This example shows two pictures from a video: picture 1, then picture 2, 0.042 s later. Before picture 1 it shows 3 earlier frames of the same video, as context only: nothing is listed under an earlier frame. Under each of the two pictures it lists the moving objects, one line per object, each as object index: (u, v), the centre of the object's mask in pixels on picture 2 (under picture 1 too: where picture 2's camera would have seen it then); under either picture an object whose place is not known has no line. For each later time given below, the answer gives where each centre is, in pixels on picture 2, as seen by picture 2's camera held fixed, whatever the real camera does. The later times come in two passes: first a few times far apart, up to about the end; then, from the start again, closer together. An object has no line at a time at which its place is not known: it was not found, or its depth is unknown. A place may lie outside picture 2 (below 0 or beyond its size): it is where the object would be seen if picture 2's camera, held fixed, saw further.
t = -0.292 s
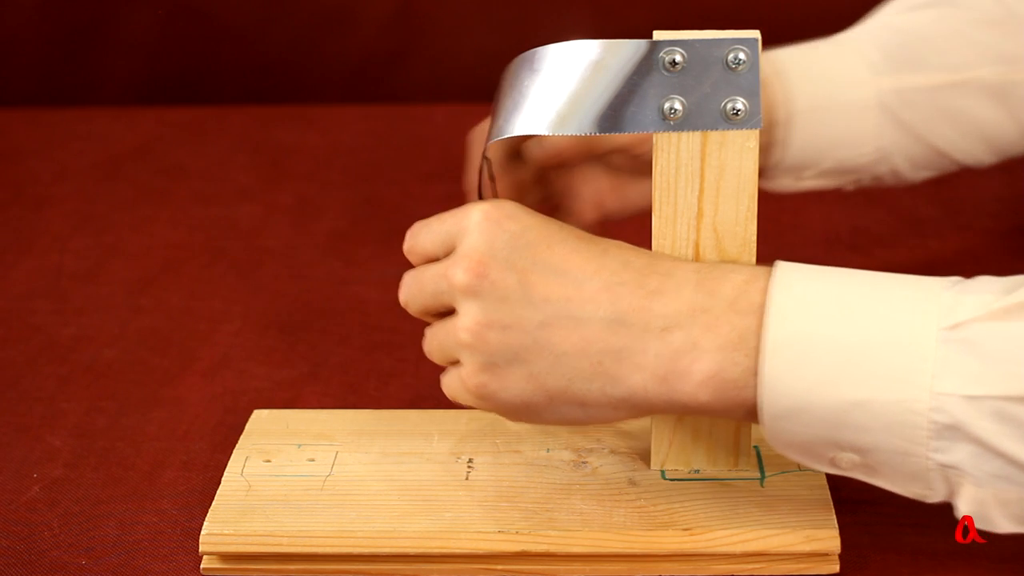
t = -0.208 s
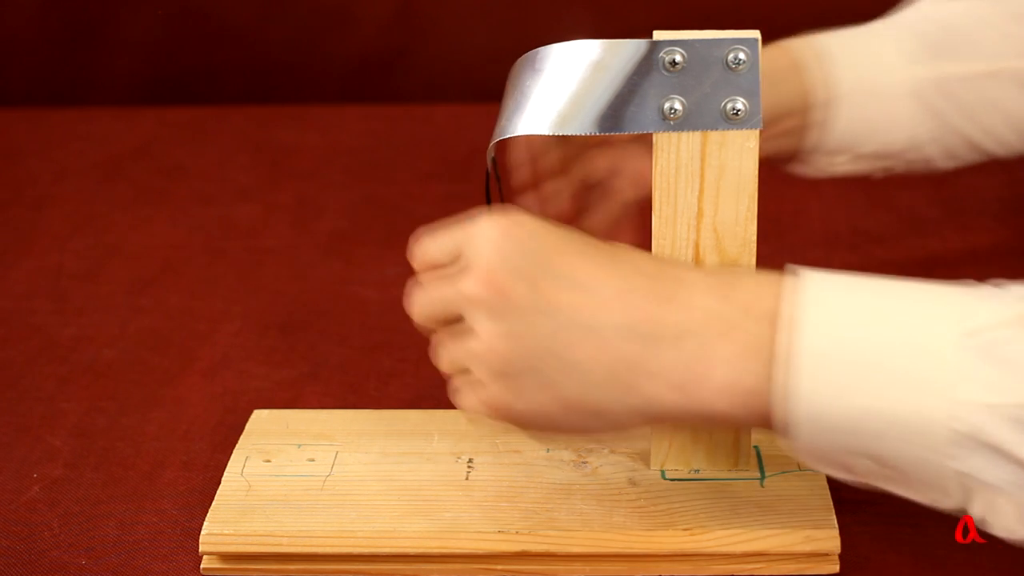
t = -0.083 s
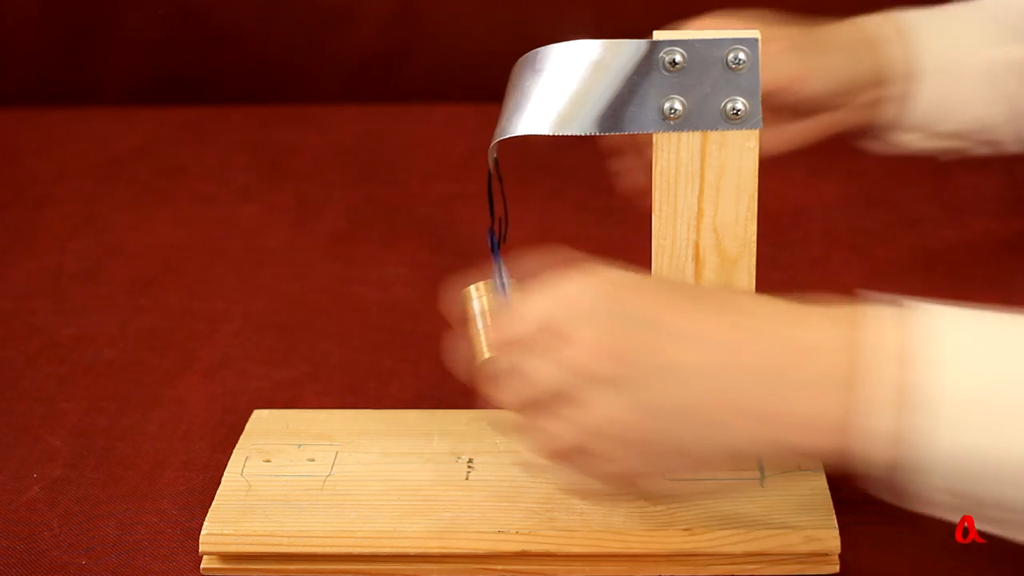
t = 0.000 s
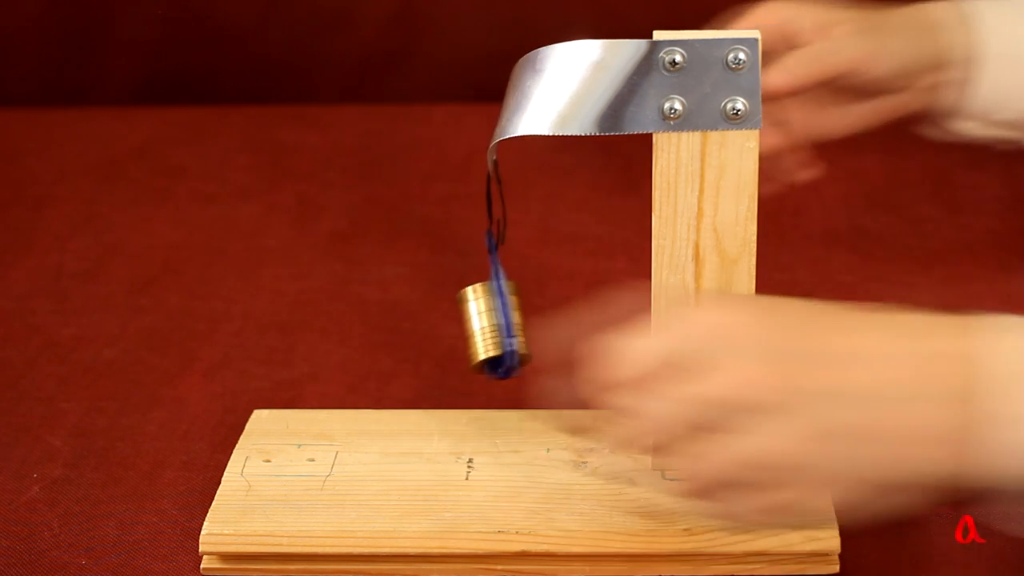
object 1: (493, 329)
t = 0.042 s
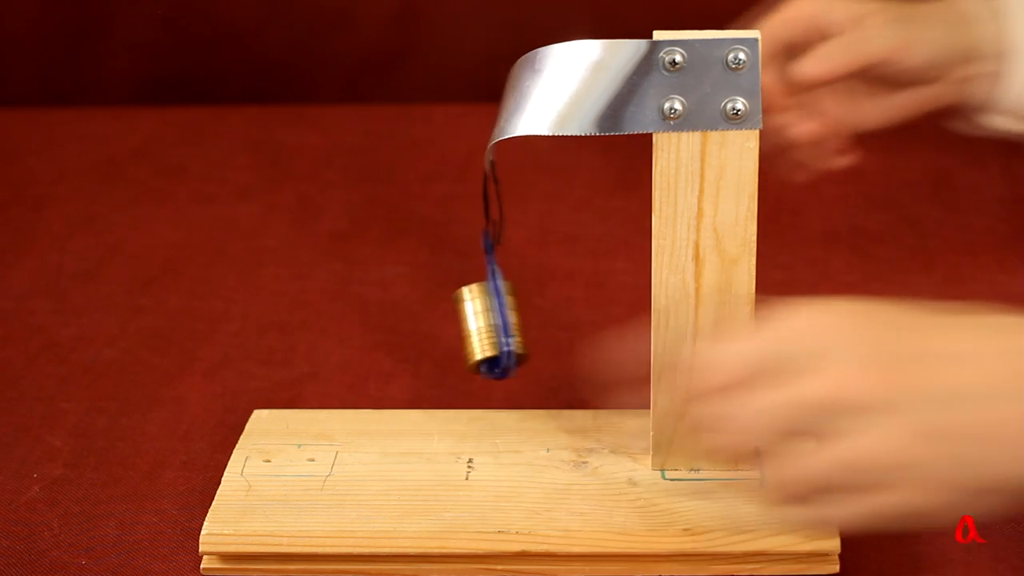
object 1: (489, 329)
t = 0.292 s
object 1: (461, 324)
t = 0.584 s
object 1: (455, 324)
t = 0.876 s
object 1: (488, 328)
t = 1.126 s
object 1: (492, 327)
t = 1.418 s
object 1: (463, 327)
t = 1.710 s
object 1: (456, 322)
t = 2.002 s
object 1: (487, 329)
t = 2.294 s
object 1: (492, 328)
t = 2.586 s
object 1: (461, 325)
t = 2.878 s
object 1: (456, 328)
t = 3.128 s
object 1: (484, 326)
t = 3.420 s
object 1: (494, 330)
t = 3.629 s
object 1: (472, 327)
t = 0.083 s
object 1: (484, 328)
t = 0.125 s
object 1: (480, 327)
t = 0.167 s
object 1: (474, 326)
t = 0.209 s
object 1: (469, 325)
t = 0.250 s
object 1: (465, 325)
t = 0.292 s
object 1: (461, 324)
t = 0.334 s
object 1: (457, 322)
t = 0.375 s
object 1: (454, 321)
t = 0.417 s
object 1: (452, 320)
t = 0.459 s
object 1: (452, 320)
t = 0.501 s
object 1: (452, 321)
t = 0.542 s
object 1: (453, 322)
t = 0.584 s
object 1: (455, 324)
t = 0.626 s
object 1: (459, 325)
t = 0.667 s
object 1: (463, 325)
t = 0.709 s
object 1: (469, 325)
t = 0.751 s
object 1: (474, 327)
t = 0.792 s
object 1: (478, 329)
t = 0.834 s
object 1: (482, 330)
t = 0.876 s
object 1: (488, 328)
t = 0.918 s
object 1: (491, 327)
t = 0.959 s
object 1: (494, 326)
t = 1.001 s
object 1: (496, 326)
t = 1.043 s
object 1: (496, 325)
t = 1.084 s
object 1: (495, 326)
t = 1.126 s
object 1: (492, 327)
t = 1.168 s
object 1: (490, 327)
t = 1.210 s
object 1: (486, 327)
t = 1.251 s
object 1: (482, 327)
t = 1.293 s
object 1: (477, 327)
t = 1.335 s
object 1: (472, 327)
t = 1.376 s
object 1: (467, 327)
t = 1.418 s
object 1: (463, 327)
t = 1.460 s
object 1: (459, 326)
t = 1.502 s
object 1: (456, 325)
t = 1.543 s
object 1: (454, 323)
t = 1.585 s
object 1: (453, 322)
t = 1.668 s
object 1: (454, 322)
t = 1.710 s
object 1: (456, 322)
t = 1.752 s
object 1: (458, 323)
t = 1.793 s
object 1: (462, 322)
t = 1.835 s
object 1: (465, 325)
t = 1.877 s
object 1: (471, 327)
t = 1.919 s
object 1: (475, 328)
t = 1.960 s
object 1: (482, 327)
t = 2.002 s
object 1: (487, 329)
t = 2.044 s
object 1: (492, 329)
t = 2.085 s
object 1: (495, 329)
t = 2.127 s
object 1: (497, 329)
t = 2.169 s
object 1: (497, 329)
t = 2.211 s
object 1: (497, 329)
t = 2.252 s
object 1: (495, 329)
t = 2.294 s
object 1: (492, 328)
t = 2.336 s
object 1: (488, 327)
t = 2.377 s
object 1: (484, 325)
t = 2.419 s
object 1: (479, 324)
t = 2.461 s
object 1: (475, 323)
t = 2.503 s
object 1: (470, 323)
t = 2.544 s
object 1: (465, 325)
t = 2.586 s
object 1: (461, 325)
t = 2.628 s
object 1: (458, 323)
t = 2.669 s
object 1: (454, 326)
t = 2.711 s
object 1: (455, 324)
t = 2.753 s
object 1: (455, 324)
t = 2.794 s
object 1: (453, 327)
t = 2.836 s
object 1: (454, 328)
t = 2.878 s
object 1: (456, 328)
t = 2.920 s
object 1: (460, 327)
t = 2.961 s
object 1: (466, 325)
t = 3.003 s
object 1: (471, 323)
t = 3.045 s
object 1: (475, 325)
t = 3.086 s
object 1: (479, 325)
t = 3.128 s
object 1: (484, 326)
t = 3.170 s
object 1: (488, 326)
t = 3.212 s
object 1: (491, 326)
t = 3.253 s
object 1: (494, 327)
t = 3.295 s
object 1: (496, 328)
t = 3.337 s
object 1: (496, 329)
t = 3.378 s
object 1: (496, 330)
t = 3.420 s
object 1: (494, 330)
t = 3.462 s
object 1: (491, 330)
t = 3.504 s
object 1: (487, 328)
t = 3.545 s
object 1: (483, 327)
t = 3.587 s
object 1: (478, 327)
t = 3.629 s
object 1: (472, 327)
